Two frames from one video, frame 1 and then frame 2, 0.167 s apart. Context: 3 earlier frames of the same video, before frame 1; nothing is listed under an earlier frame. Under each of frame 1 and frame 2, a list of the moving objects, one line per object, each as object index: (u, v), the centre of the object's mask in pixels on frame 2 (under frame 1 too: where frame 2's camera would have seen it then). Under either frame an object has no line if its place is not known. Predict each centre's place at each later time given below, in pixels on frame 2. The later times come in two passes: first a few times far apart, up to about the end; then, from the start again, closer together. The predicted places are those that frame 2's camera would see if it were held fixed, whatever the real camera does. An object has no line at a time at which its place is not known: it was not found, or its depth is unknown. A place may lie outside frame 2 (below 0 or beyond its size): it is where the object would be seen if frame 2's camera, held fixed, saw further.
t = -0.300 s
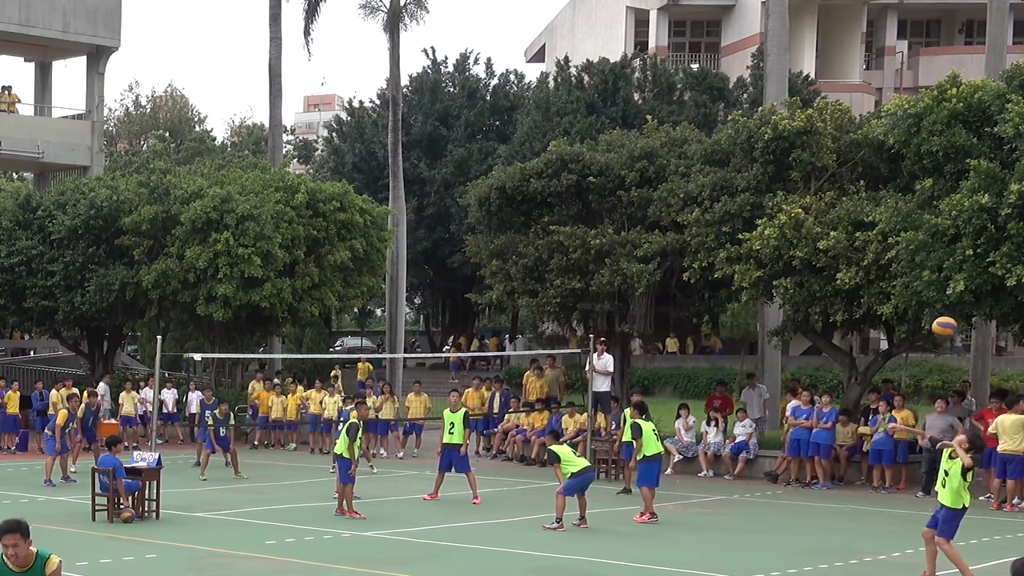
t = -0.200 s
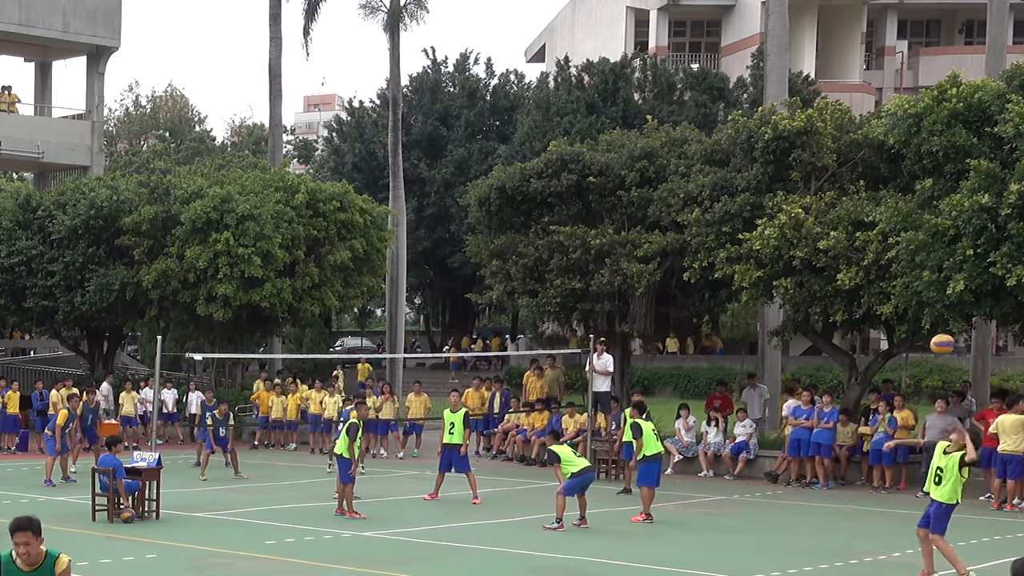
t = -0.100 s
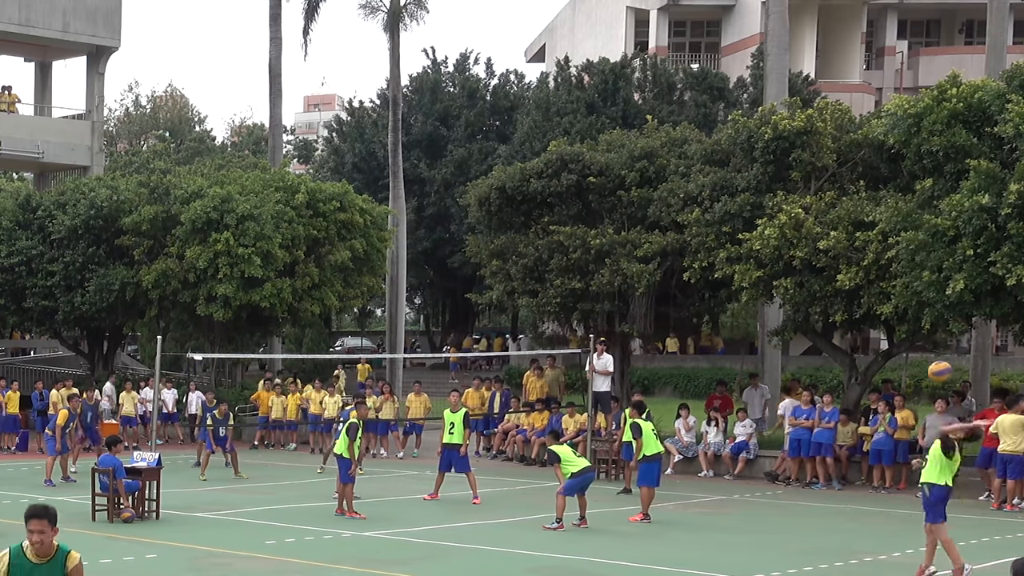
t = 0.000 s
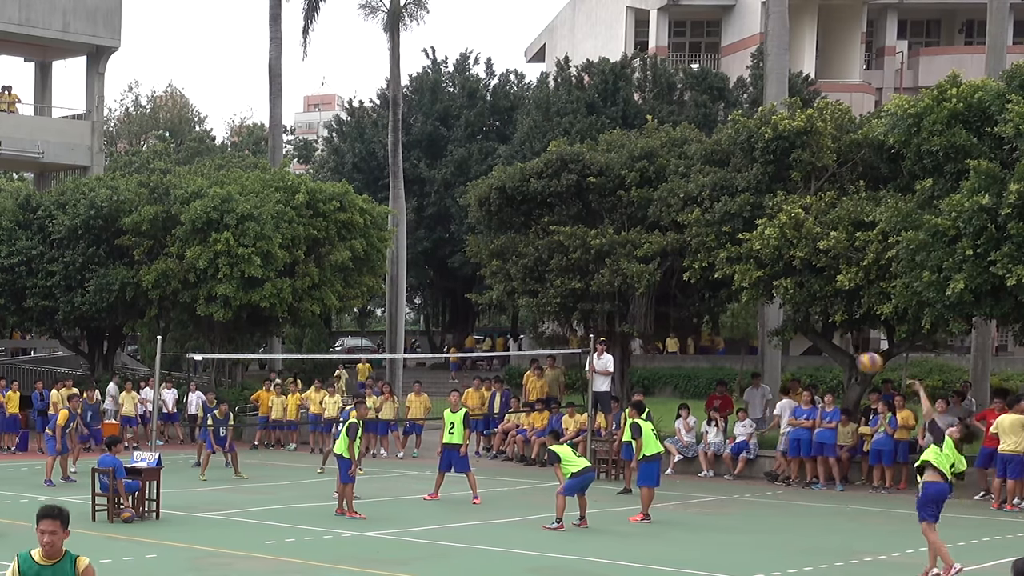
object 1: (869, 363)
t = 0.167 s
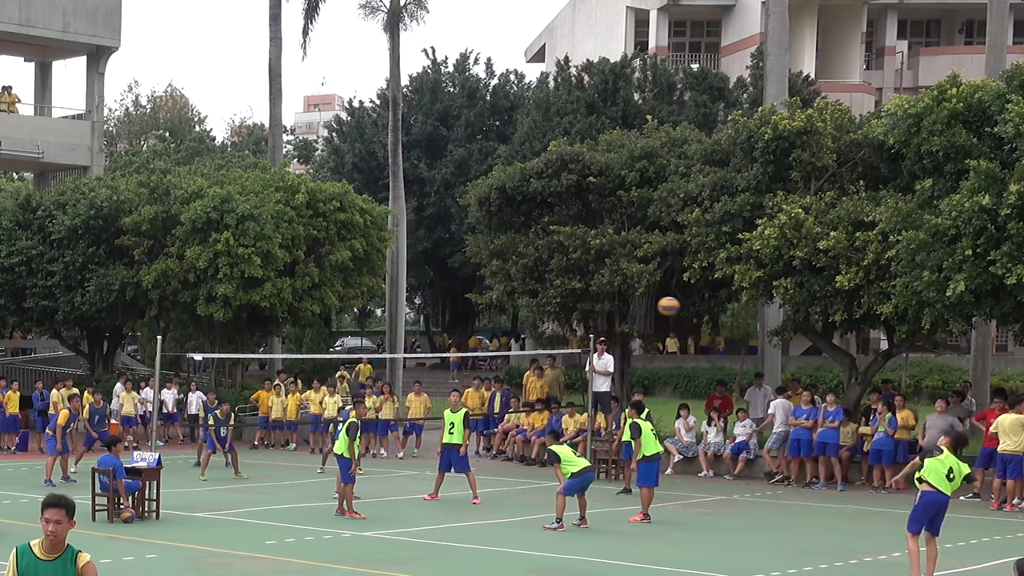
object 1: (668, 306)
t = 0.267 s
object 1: (569, 290)
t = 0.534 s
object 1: (360, 288)
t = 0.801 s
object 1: (208, 325)
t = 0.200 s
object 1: (633, 299)
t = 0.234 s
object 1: (601, 293)
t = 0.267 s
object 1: (569, 290)
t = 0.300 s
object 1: (539, 286)
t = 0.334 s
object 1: (510, 285)
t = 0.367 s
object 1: (482, 283)
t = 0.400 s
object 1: (456, 283)
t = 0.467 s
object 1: (407, 284)
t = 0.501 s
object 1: (382, 287)
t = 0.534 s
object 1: (360, 288)
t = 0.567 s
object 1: (339, 291)
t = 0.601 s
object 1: (318, 295)
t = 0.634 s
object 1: (298, 299)
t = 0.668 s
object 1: (278, 304)
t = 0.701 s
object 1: (261, 309)
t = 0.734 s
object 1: (242, 314)
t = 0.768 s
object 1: (225, 319)
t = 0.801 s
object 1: (208, 325)
